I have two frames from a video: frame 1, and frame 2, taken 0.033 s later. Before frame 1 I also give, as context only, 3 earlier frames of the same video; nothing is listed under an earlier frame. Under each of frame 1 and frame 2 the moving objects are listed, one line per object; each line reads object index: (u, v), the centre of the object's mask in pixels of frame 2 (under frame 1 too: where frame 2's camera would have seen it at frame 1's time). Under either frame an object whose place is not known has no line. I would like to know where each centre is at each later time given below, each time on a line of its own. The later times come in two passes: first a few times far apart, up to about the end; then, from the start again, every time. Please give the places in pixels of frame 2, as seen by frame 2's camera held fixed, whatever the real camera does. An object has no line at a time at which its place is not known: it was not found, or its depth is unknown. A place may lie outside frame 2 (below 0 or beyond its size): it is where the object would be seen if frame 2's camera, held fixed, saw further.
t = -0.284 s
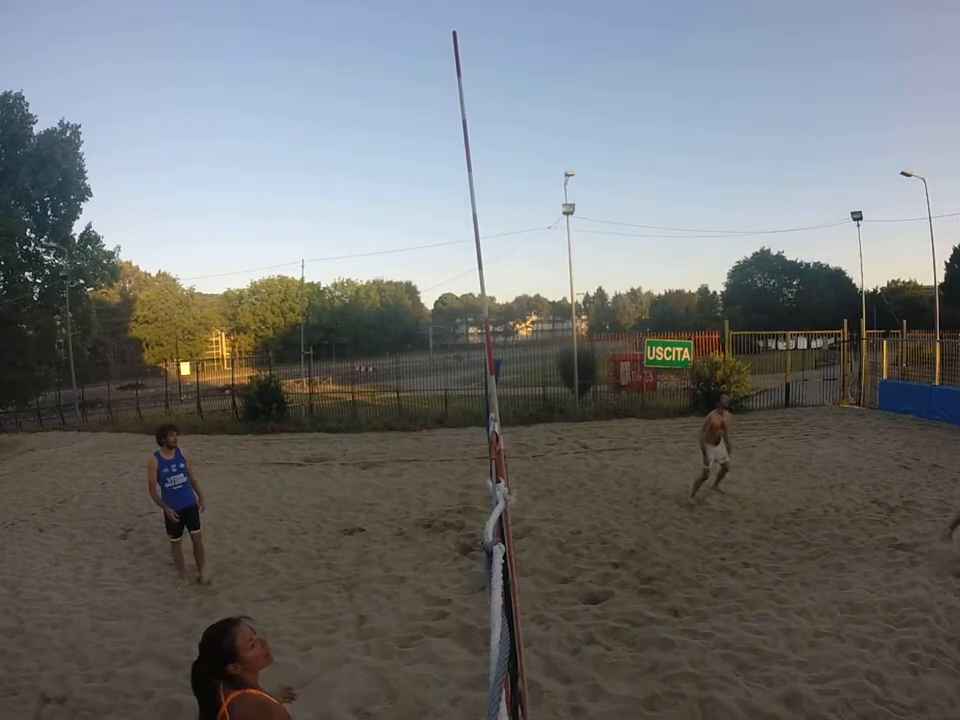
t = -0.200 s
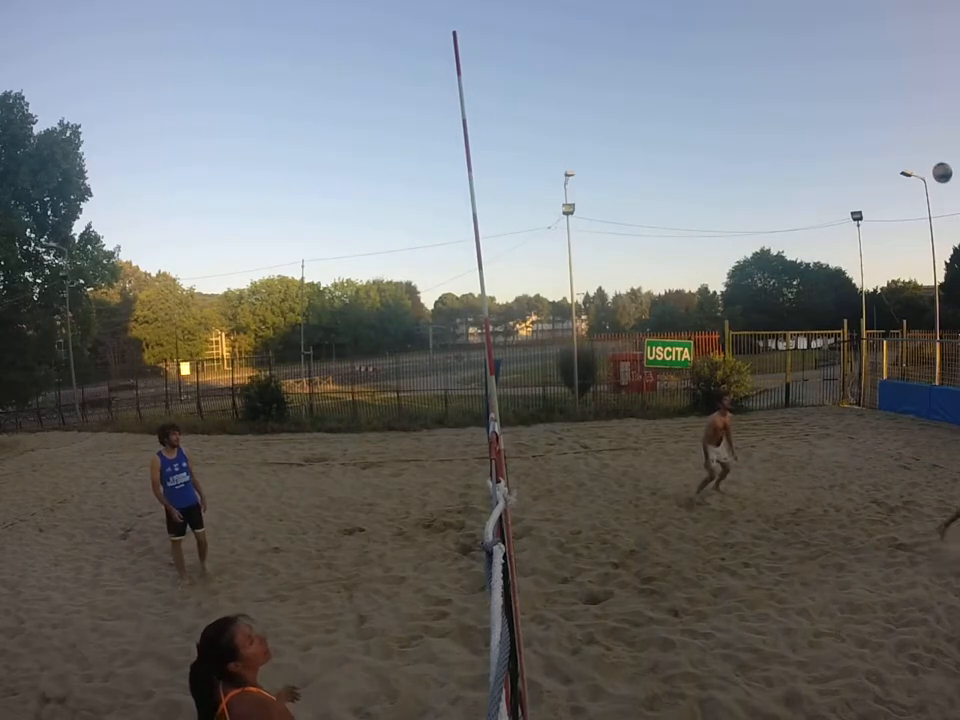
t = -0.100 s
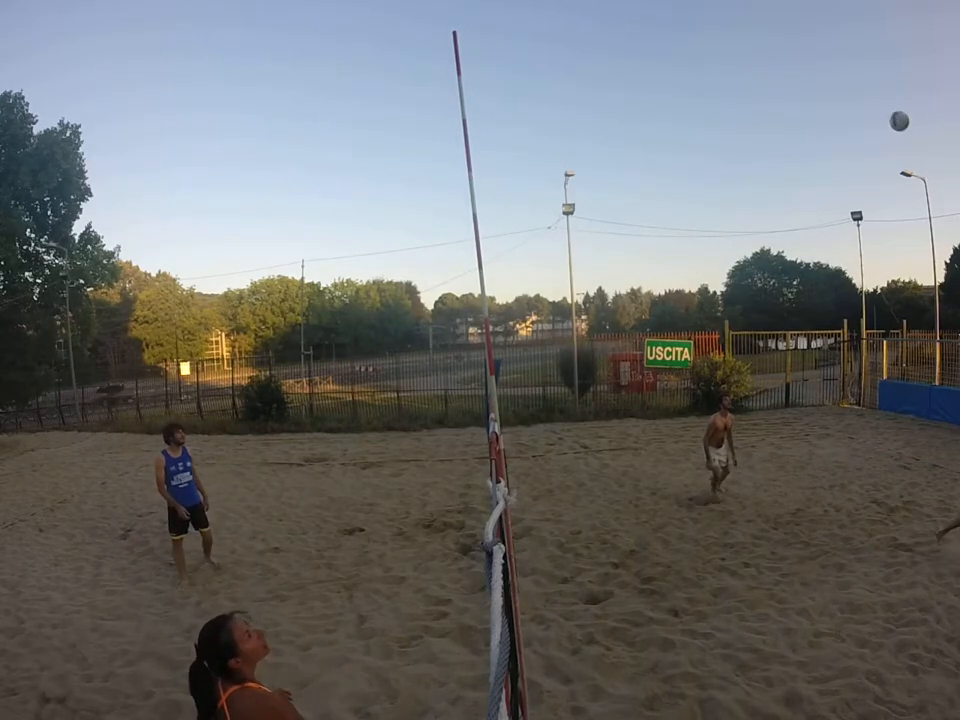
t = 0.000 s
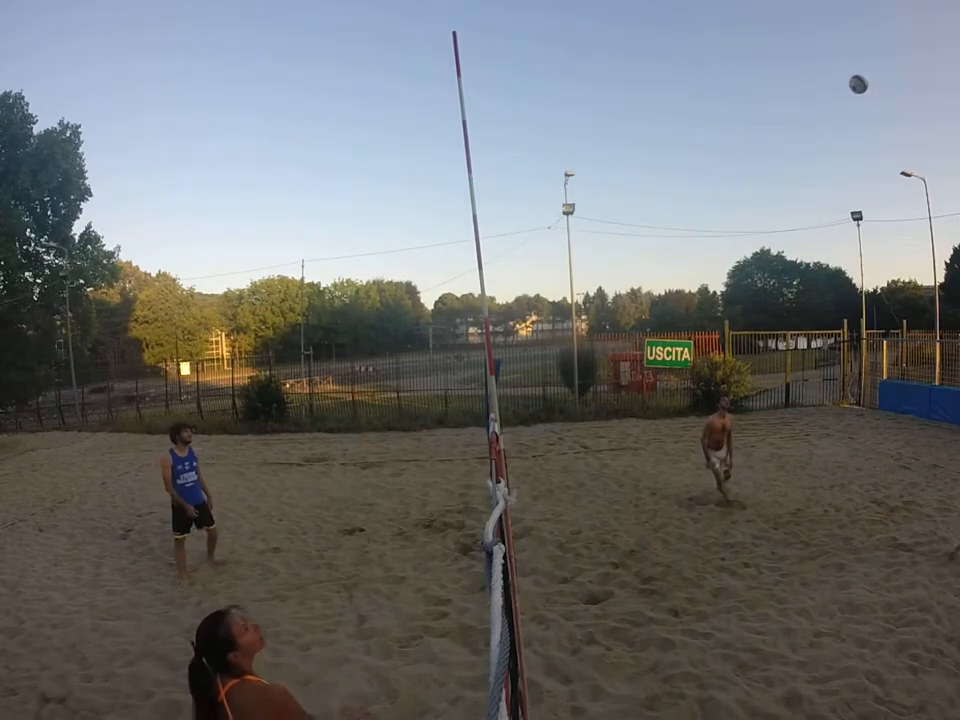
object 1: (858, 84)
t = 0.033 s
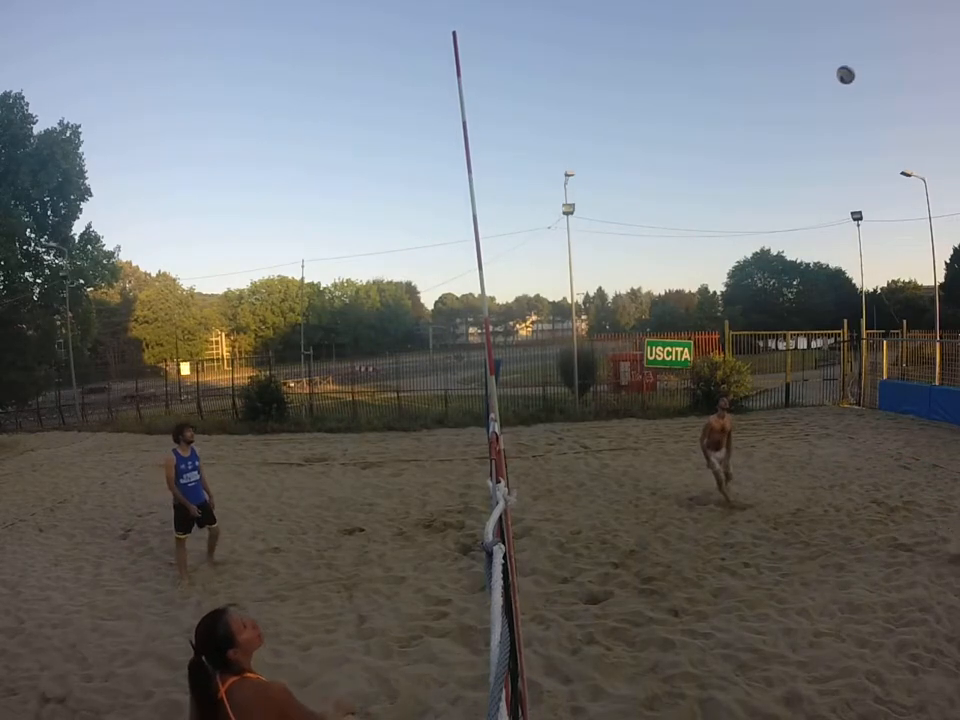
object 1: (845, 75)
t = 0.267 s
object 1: (767, 41)
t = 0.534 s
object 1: (702, 55)
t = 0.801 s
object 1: (655, 115)
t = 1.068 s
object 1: (618, 216)
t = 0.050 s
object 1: (839, 70)
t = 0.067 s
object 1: (833, 66)
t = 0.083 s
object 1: (827, 63)
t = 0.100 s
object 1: (821, 59)
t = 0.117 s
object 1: (815, 56)
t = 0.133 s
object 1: (809, 54)
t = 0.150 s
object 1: (804, 51)
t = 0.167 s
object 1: (798, 49)
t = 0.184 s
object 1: (793, 47)
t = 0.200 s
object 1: (787, 46)
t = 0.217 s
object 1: (782, 44)
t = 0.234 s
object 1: (777, 43)
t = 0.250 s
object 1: (772, 42)
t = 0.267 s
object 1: (767, 41)
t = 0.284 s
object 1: (763, 41)
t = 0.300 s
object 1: (758, 40)
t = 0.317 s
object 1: (753, 40)
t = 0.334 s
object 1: (749, 40)
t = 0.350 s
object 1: (744, 40)
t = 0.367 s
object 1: (740, 41)
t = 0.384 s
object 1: (736, 41)
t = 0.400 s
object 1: (732, 42)
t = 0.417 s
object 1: (728, 43)
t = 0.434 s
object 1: (724, 44)
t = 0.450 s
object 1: (720, 46)
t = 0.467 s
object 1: (717, 47)
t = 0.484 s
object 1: (713, 48)
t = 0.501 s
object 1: (709, 50)
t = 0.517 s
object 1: (706, 53)
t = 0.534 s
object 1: (702, 55)
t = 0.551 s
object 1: (699, 58)
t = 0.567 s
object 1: (696, 60)
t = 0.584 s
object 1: (693, 63)
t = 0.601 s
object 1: (689, 66)
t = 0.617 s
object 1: (686, 69)
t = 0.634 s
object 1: (683, 72)
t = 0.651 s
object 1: (680, 76)
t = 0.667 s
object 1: (677, 80)
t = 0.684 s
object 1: (674, 83)
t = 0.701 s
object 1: (671, 87)
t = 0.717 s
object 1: (668, 92)
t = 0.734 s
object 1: (665, 96)
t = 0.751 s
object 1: (663, 100)
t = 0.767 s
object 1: (660, 105)
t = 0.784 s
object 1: (657, 110)
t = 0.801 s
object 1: (655, 115)
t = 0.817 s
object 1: (652, 121)
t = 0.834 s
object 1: (650, 126)
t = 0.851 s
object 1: (647, 131)
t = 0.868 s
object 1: (645, 137)
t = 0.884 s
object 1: (642, 143)
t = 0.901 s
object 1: (640, 148)
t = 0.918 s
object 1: (638, 155)
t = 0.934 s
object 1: (636, 161)
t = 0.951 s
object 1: (633, 168)
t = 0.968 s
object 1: (631, 174)
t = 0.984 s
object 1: (629, 181)
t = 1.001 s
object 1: (627, 188)
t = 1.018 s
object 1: (624, 195)
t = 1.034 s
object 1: (622, 202)
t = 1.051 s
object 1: (620, 209)
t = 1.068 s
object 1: (618, 216)
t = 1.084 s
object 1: (616, 224)
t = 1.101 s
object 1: (614, 231)
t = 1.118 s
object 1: (612, 239)
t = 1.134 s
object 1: (610, 247)
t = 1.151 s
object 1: (607, 255)
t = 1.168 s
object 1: (605, 263)
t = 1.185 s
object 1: (603, 272)
